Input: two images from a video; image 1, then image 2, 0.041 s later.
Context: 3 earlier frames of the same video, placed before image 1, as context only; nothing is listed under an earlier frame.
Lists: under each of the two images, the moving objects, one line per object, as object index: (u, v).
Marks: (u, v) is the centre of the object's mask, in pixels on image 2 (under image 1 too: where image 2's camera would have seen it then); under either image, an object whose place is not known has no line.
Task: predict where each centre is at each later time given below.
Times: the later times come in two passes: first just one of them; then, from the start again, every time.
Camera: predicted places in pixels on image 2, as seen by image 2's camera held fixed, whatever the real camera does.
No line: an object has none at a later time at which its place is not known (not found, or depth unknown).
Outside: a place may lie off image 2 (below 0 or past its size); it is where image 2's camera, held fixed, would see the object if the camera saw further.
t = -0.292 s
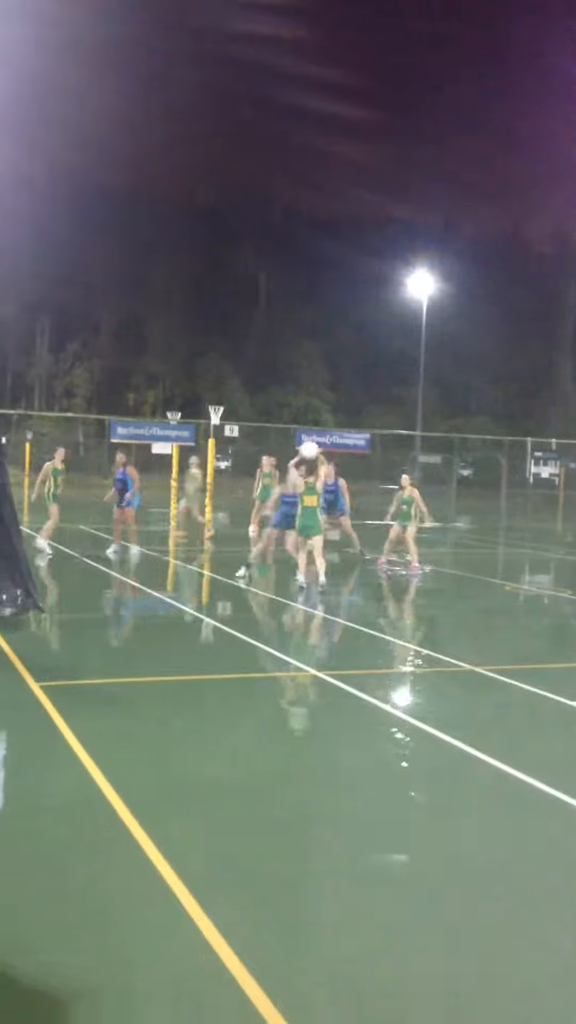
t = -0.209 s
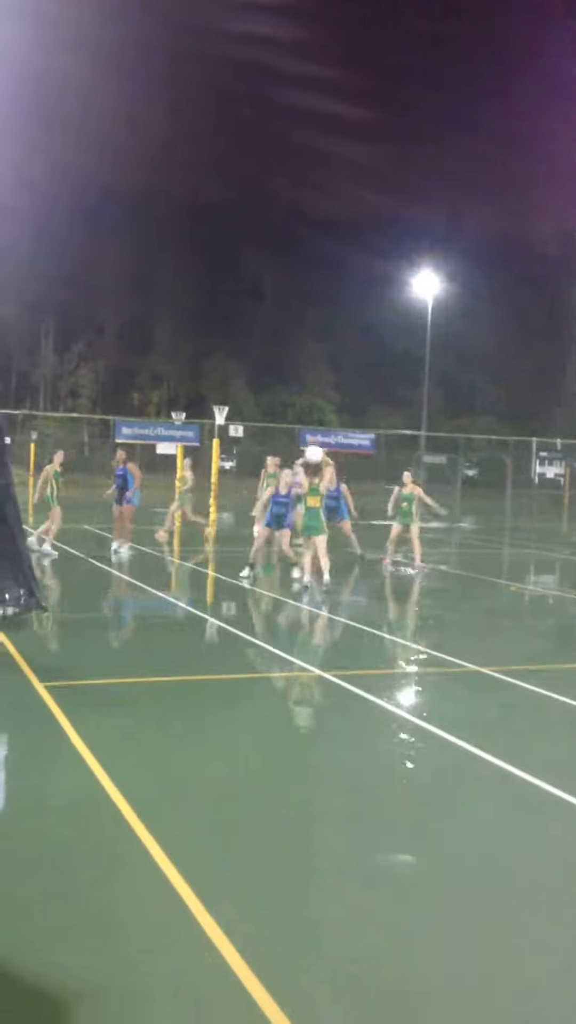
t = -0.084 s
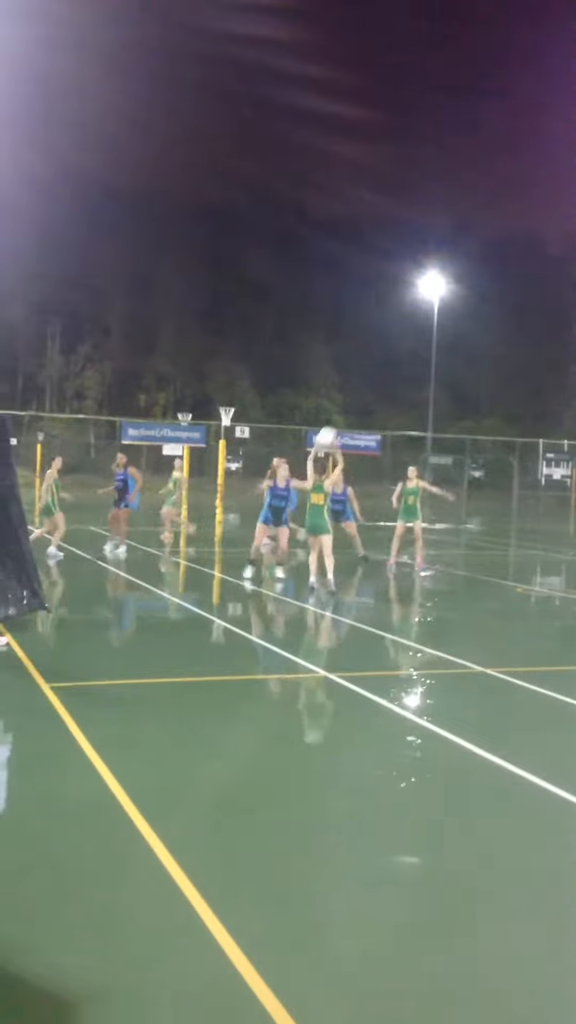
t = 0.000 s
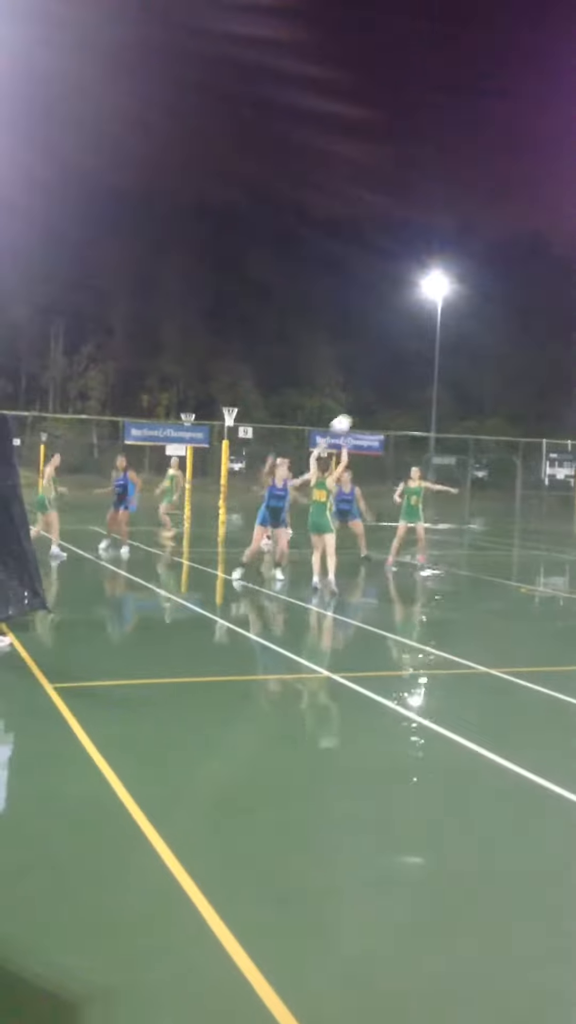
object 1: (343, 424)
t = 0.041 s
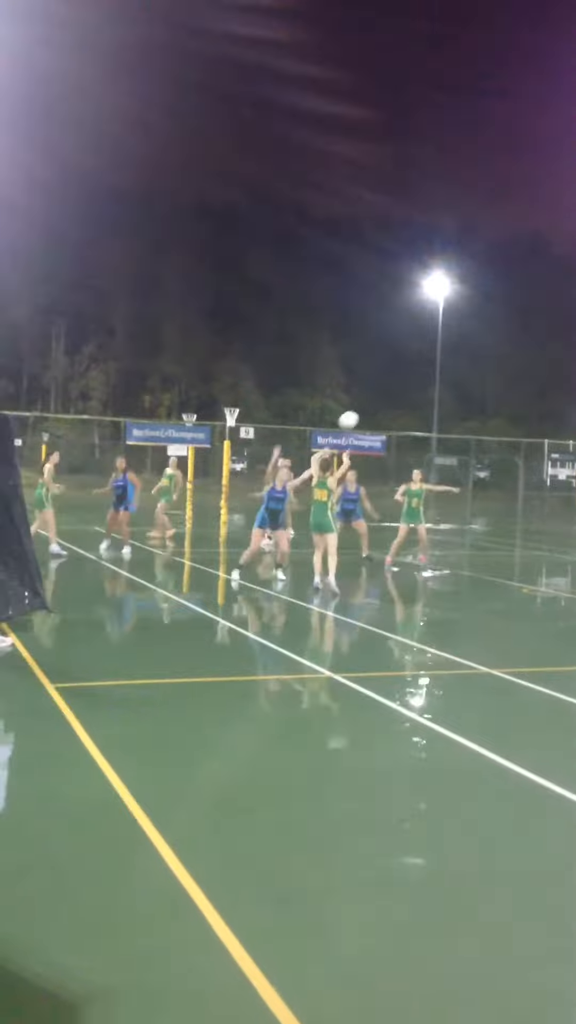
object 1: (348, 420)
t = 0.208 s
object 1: (370, 415)
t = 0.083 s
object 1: (354, 417)
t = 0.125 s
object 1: (360, 415)
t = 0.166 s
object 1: (365, 415)
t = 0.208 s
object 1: (370, 415)
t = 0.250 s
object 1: (374, 417)
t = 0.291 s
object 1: (379, 420)
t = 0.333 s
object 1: (383, 424)
